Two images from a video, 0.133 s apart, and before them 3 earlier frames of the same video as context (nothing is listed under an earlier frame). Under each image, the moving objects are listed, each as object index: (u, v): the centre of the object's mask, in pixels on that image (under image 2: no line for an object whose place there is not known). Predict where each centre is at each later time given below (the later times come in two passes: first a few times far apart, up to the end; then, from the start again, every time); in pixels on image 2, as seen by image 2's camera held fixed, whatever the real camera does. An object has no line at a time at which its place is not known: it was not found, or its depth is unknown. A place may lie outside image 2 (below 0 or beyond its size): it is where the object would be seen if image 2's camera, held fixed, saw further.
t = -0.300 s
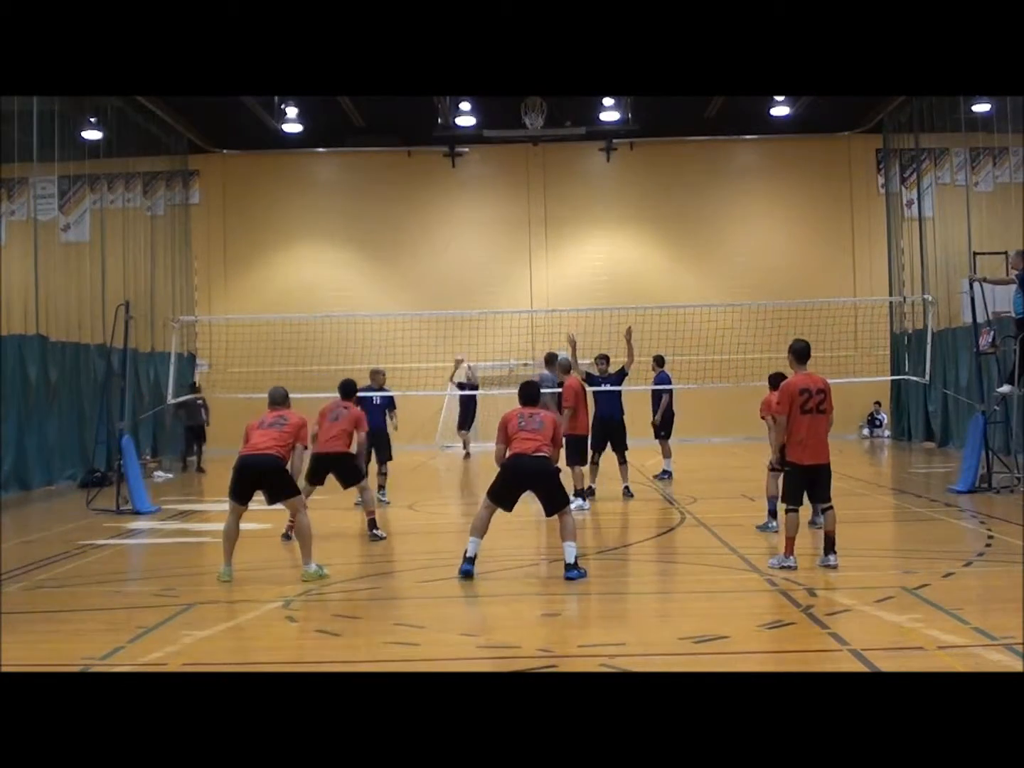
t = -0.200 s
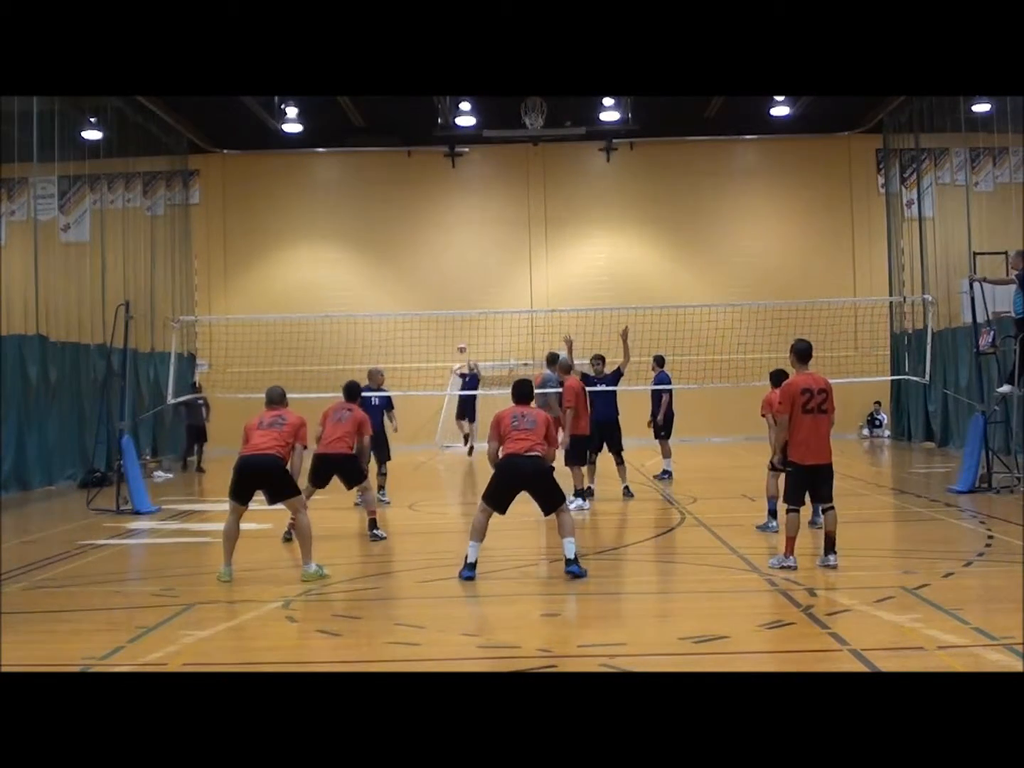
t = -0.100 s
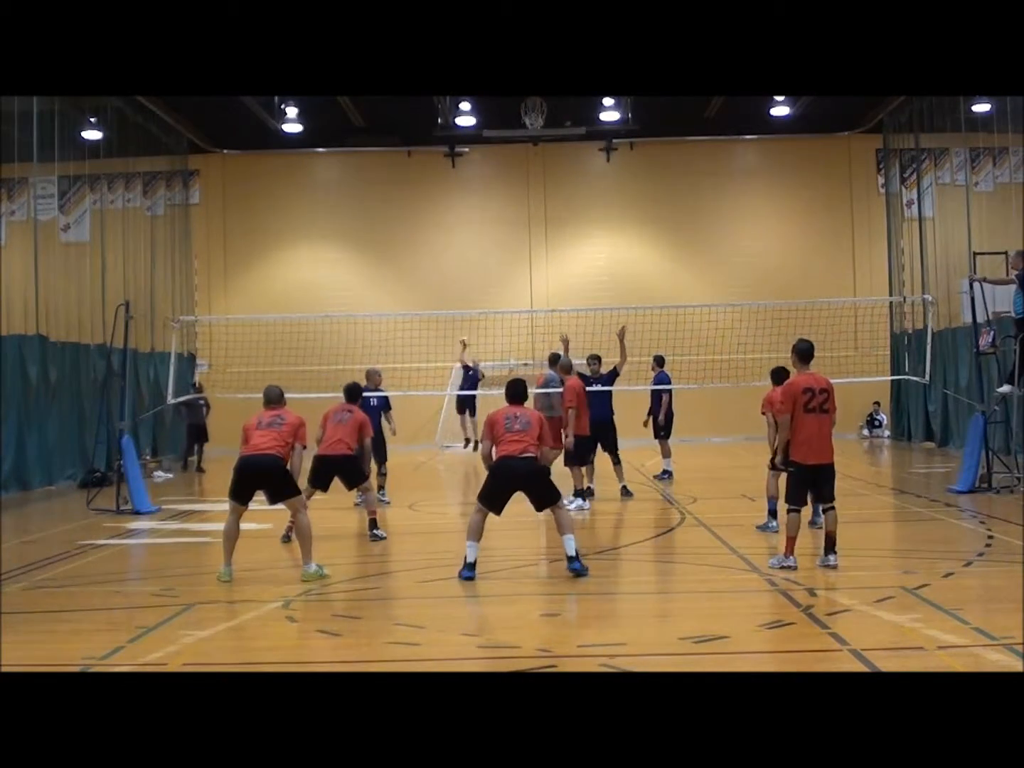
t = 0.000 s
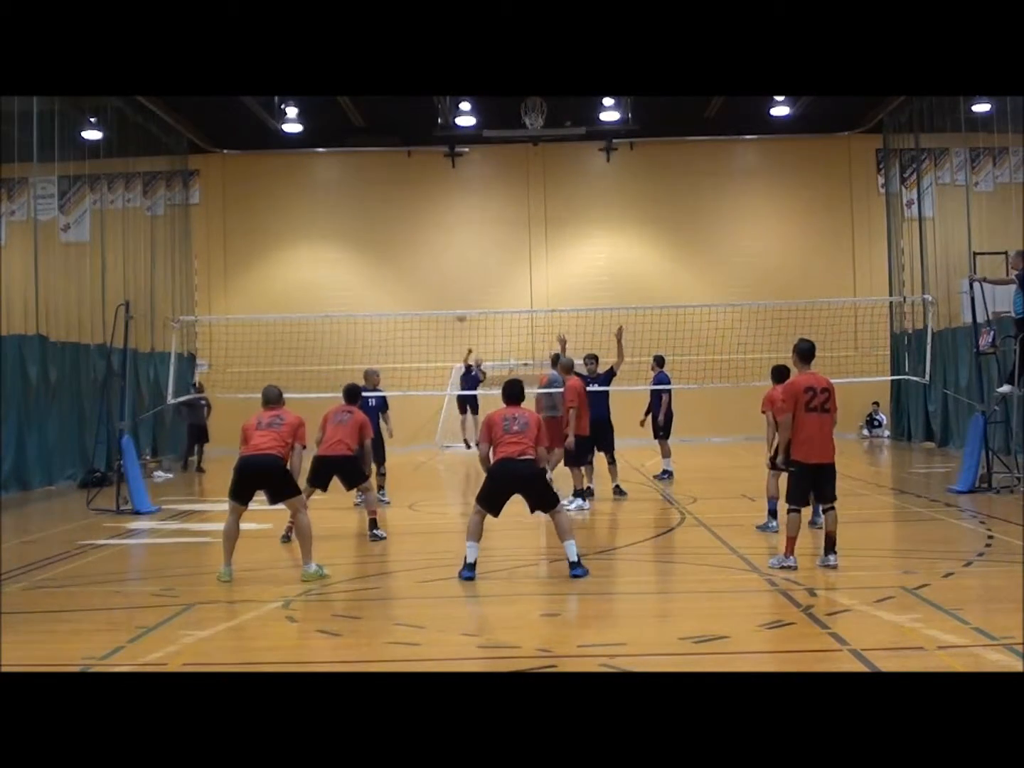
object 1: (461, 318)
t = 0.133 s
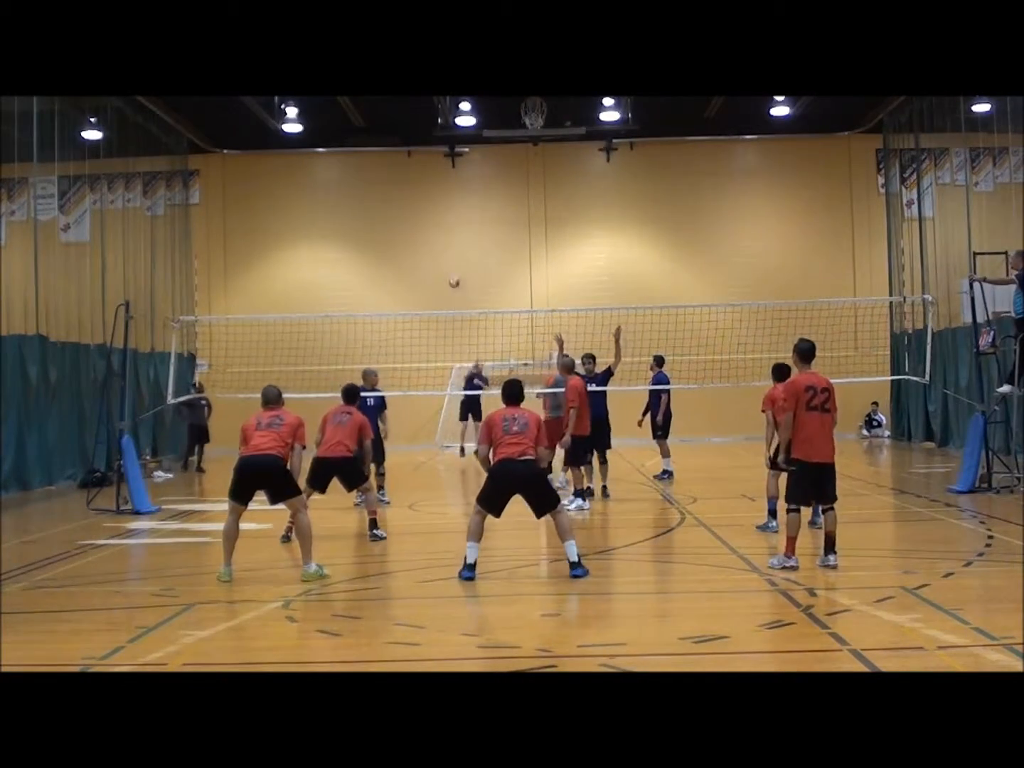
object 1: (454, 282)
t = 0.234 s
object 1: (448, 262)
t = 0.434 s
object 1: (429, 233)
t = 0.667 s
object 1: (398, 223)
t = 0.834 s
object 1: (373, 241)
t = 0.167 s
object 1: (452, 277)
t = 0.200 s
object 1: (450, 268)
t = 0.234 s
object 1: (448, 262)
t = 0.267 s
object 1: (445, 256)
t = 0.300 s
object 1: (442, 250)
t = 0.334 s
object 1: (439, 246)
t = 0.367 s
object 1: (436, 241)
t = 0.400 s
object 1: (433, 237)
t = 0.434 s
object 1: (429, 233)
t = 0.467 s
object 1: (424, 230)
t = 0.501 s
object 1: (420, 227)
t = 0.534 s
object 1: (416, 225)
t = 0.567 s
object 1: (412, 223)
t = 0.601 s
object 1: (406, 223)
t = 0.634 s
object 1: (403, 222)
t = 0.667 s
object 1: (398, 223)
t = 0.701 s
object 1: (393, 225)
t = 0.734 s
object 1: (388, 227)
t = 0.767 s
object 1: (383, 230)
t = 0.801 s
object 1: (378, 235)
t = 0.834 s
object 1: (373, 241)
